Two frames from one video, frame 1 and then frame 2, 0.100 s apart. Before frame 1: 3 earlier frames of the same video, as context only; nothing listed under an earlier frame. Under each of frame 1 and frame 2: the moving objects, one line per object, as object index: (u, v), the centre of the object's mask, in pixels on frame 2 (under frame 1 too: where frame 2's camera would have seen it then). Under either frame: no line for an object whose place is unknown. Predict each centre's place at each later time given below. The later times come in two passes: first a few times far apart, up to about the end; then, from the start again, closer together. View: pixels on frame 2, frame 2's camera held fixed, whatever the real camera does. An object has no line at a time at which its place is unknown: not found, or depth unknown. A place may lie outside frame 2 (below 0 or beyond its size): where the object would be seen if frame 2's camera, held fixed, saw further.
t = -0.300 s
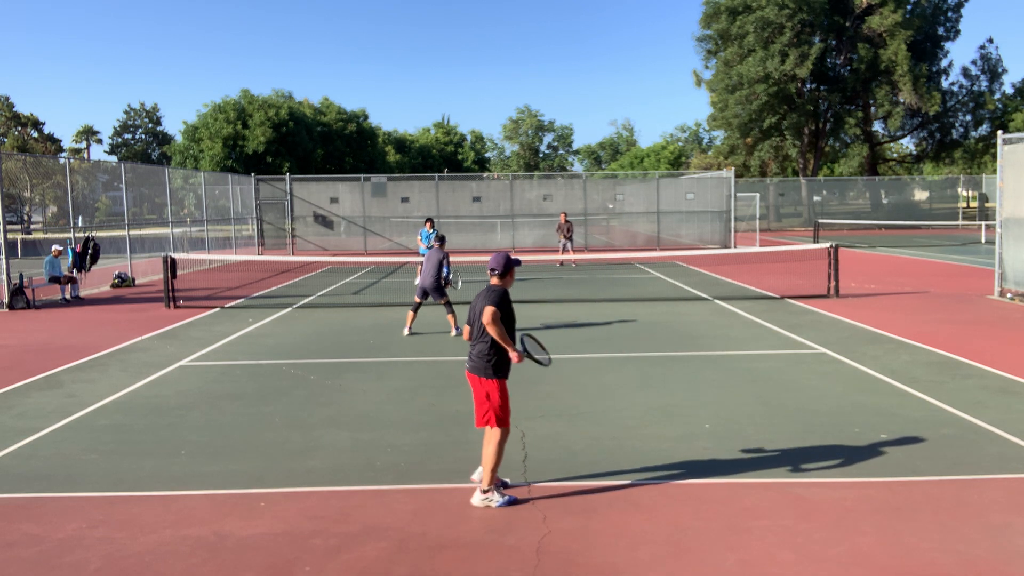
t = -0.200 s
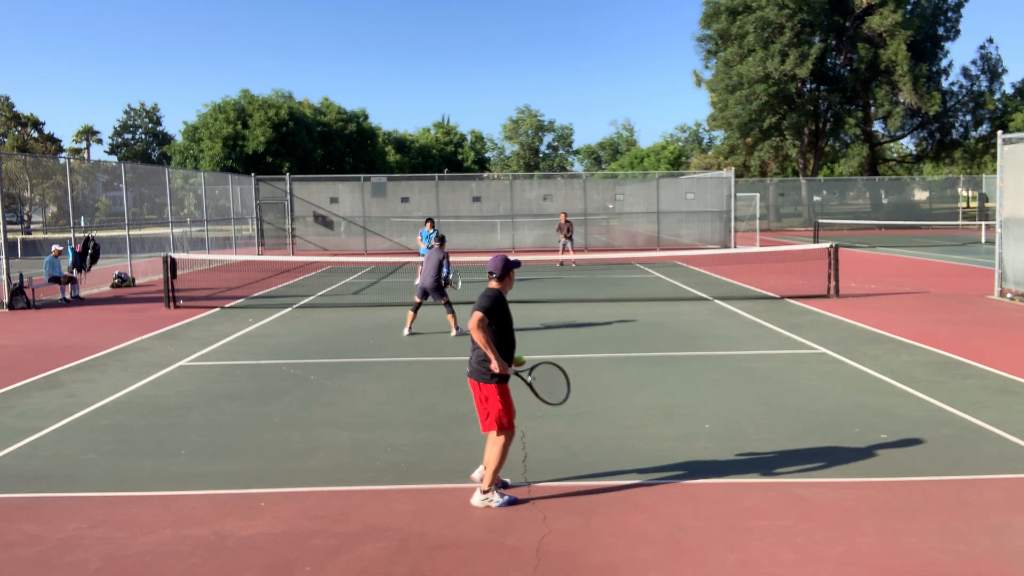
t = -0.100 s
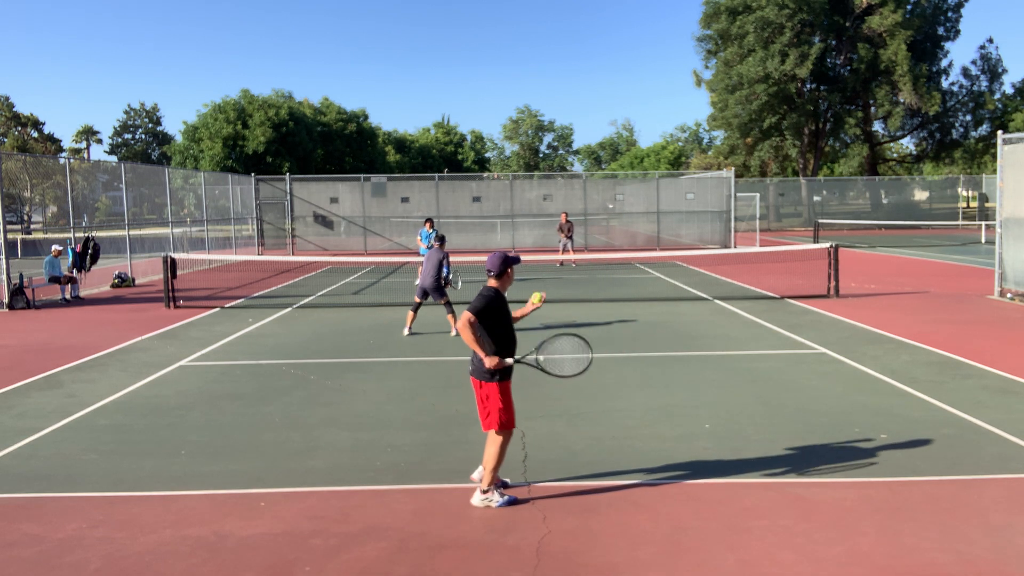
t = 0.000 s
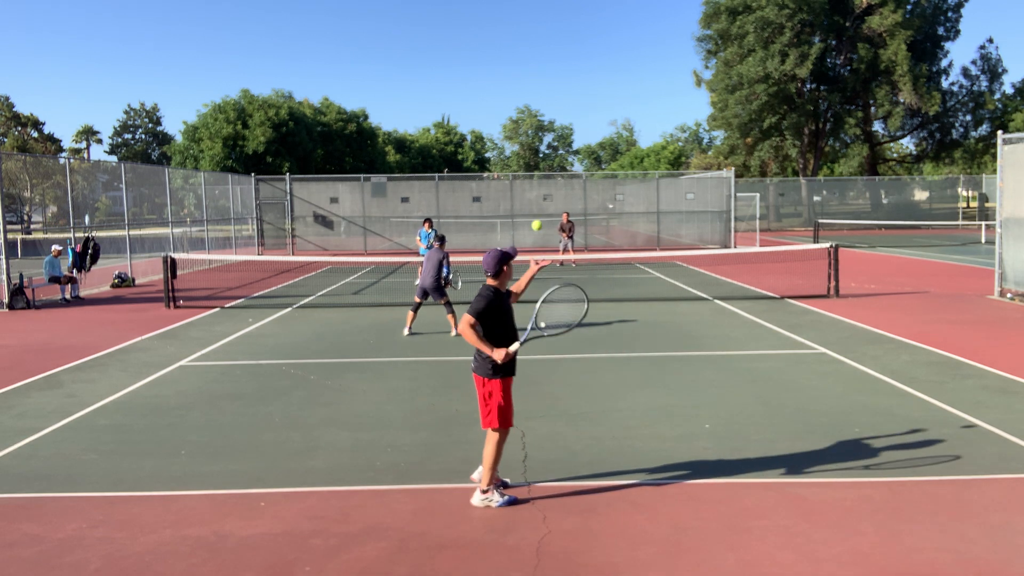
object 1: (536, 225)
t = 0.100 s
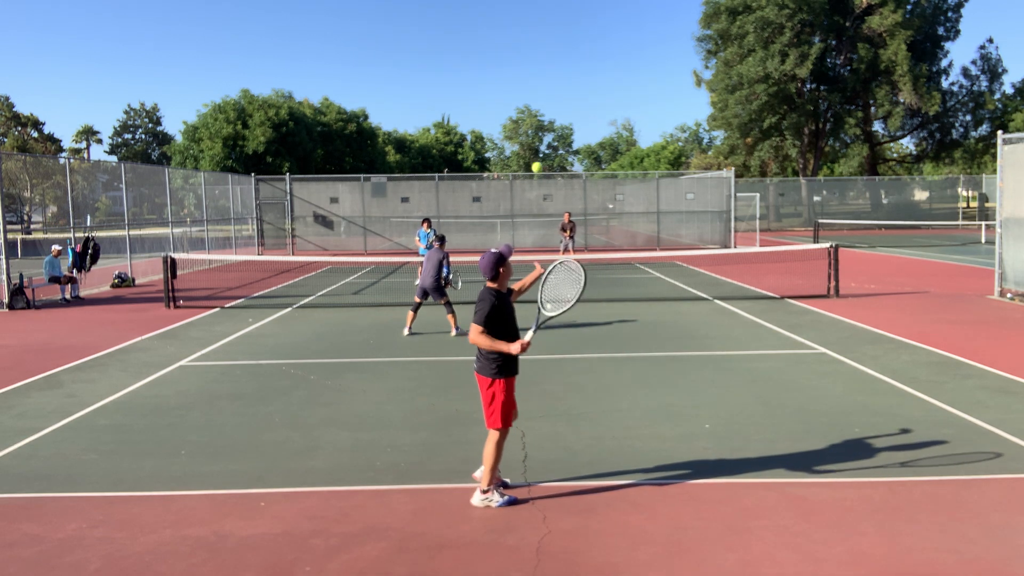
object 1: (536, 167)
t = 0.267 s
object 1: (537, 103)
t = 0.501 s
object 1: (540, 82)
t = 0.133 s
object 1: (536, 151)
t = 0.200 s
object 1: (537, 124)
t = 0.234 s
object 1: (537, 113)
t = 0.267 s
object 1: (537, 103)
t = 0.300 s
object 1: (538, 95)
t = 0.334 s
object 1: (538, 89)
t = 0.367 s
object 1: (538, 84)
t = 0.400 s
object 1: (539, 81)
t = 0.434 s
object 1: (539, 80)
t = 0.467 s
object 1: (539, 80)
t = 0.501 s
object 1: (540, 82)
